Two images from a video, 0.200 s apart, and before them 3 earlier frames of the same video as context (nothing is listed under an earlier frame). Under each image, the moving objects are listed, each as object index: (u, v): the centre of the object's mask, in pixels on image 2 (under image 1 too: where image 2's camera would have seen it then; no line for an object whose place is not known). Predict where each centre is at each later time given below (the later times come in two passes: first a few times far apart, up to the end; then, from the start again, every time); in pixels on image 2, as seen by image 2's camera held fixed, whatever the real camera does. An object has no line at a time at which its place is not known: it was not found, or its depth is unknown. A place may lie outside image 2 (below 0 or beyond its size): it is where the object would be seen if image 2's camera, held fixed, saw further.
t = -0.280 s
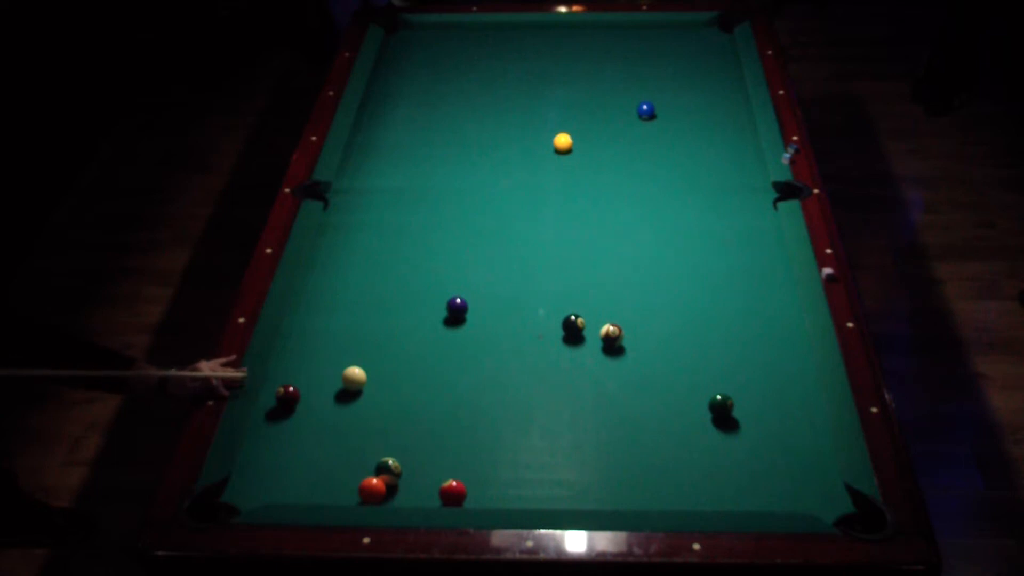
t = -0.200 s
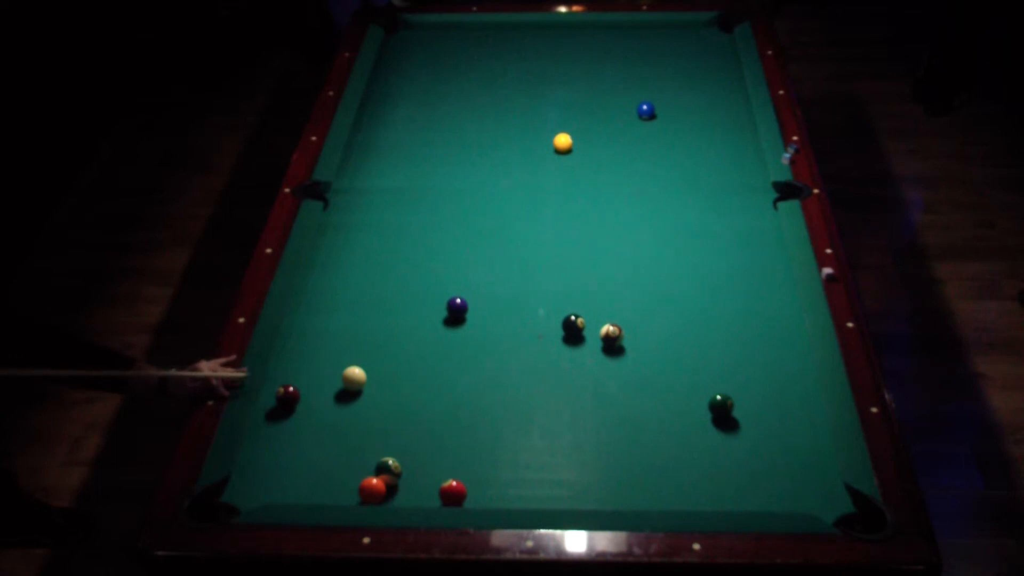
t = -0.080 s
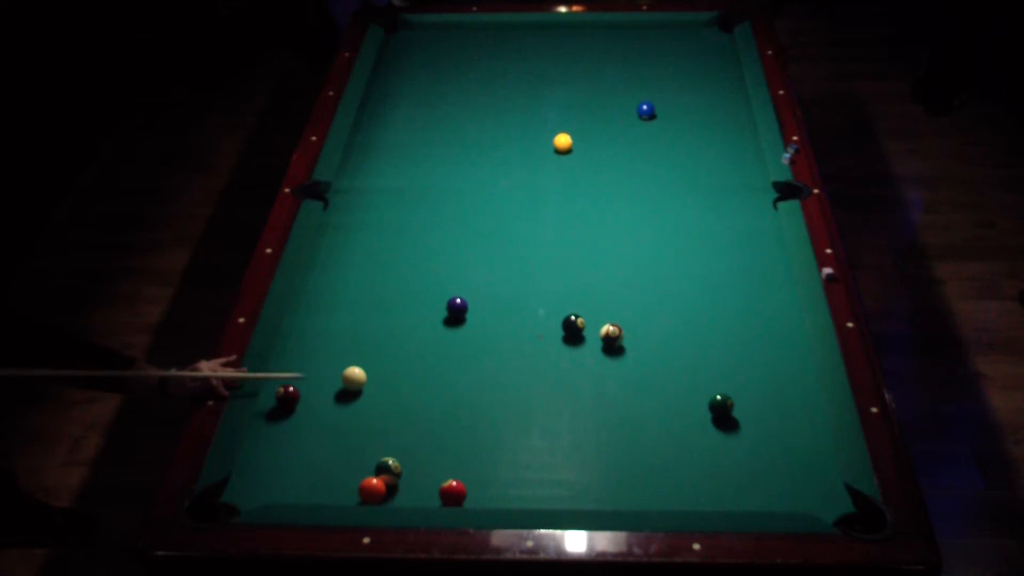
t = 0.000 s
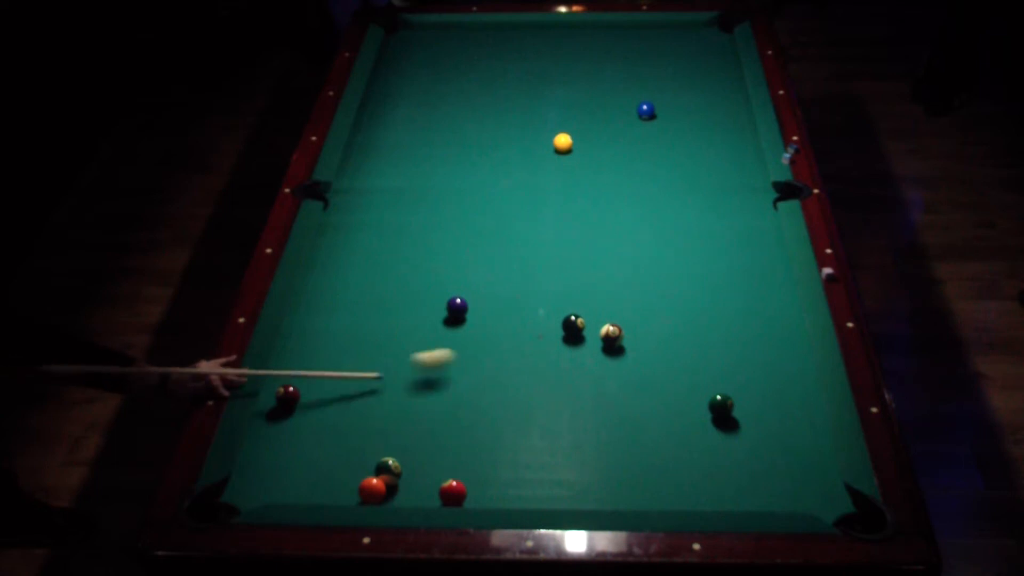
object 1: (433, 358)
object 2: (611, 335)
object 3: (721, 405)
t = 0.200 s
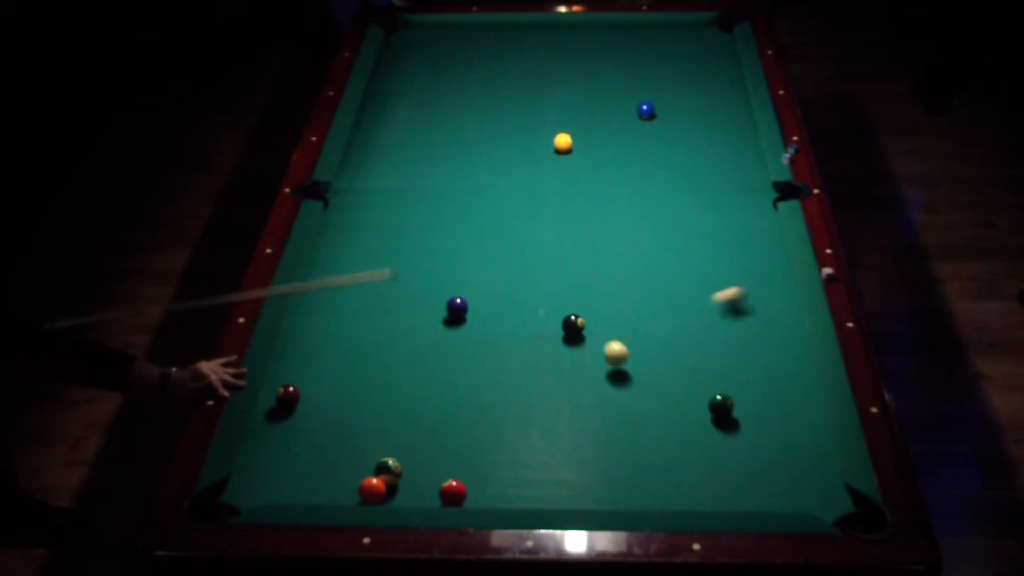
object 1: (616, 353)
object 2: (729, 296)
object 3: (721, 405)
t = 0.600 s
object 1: (709, 395)
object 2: (555, 222)
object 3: (756, 420)
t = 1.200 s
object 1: (764, 403)
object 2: (381, 173)
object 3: (794, 465)
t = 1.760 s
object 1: (803, 408)
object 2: (503, 163)
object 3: (745, 490)
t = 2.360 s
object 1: (803, 412)
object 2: (625, 154)
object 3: (706, 500)
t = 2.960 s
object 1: (800, 413)
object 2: (731, 146)
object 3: (685, 496)
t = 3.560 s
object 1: (800, 413)
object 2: (712, 143)
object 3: (677, 496)
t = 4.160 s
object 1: (800, 413)
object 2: (668, 142)
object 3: (677, 493)
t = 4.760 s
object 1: (800, 413)
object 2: (636, 141)
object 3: (677, 493)
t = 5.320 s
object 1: (800, 413)
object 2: (615, 141)
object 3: (677, 493)
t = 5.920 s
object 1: (800, 413)
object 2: (602, 141)
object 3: (677, 493)
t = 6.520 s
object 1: (800, 413)
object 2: (597, 141)
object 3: (677, 493)
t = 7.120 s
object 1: (800, 414)
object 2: (597, 142)
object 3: (677, 493)
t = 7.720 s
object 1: (800, 414)
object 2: (597, 142)
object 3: (677, 493)
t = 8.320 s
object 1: (800, 414)
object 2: (597, 142)
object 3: (677, 493)
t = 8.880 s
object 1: (800, 414)
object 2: (597, 142)
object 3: (677, 493)
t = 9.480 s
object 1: (800, 414)
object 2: (597, 142)
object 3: (677, 493)
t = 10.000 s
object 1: (801, 413)
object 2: (597, 141)
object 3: (678, 492)
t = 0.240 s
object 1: (626, 364)
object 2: (772, 283)
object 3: (721, 405)
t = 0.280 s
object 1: (638, 368)
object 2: (762, 270)
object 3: (721, 405)
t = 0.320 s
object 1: (650, 376)
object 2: (733, 262)
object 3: (721, 405)
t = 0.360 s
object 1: (663, 381)
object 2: (703, 261)
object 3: (721, 405)
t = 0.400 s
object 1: (677, 386)
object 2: (677, 250)
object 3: (721, 405)
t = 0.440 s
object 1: (690, 391)
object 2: (648, 244)
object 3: (721, 405)
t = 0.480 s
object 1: (699, 394)
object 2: (623, 240)
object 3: (727, 406)
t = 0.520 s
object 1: (702, 393)
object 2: (598, 236)
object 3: (737, 412)
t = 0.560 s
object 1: (705, 395)
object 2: (578, 227)
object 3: (747, 416)
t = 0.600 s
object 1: (709, 395)
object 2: (555, 222)
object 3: (756, 420)
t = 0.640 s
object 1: (713, 396)
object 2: (534, 220)
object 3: (764, 423)
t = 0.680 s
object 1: (717, 396)
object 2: (517, 214)
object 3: (773, 428)
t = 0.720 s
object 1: (721, 397)
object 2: (497, 212)
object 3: (782, 433)
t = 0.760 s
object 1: (725, 398)
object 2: (479, 207)
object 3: (790, 436)
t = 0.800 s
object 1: (729, 398)
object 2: (460, 201)
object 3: (799, 439)
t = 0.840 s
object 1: (732, 399)
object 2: (442, 199)
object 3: (808, 444)
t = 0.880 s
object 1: (736, 399)
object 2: (426, 194)
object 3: (817, 448)
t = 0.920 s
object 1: (740, 400)
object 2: (407, 191)
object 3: (820, 451)
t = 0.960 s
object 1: (744, 400)
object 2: (389, 187)
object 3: (816, 454)
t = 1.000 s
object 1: (747, 400)
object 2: (374, 181)
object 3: (812, 456)
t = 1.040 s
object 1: (750, 401)
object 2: (358, 179)
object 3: (808, 458)
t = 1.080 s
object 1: (754, 401)
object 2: (344, 176)
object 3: (805, 458)
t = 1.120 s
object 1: (757, 402)
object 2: (357, 175)
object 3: (801, 461)
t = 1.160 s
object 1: (760, 402)
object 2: (370, 174)
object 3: (797, 462)
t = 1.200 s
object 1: (764, 403)
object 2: (381, 173)
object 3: (794, 465)
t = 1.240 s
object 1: (767, 403)
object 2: (389, 172)
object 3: (790, 467)
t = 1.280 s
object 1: (770, 404)
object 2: (399, 170)
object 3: (786, 468)
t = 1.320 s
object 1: (773, 404)
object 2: (409, 170)
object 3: (782, 471)
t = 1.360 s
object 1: (776, 405)
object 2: (417, 170)
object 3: (779, 473)
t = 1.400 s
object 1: (779, 405)
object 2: (426, 169)
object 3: (775, 475)
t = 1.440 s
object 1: (782, 405)
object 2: (435, 169)
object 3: (772, 476)
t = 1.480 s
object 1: (785, 406)
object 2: (443, 168)
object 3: (768, 478)
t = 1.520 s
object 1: (787, 406)
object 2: (452, 166)
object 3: (765, 480)
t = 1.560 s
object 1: (790, 407)
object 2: (462, 166)
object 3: (762, 482)
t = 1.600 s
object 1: (793, 406)
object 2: (469, 166)
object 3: (758, 484)
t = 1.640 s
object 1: (795, 407)
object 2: (478, 165)
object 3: (755, 485)
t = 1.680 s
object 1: (798, 407)
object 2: (488, 165)
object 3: (752, 487)
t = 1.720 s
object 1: (800, 408)
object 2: (495, 164)
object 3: (749, 489)
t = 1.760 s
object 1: (803, 408)
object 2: (503, 163)
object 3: (745, 490)
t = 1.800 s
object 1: (805, 409)
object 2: (514, 162)
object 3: (742, 492)
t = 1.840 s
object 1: (807, 409)
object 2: (521, 162)
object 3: (739, 493)
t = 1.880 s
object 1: (810, 409)
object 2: (528, 161)
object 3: (736, 494)
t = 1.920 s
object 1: (812, 409)
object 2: (538, 160)
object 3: (733, 497)
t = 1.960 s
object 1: (812, 410)
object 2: (546, 160)
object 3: (730, 498)
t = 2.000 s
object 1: (811, 410)
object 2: (553, 160)
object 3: (727, 499)
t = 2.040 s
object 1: (810, 410)
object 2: (561, 159)
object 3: (724, 500)
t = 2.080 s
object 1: (809, 411)
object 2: (571, 159)
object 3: (721, 501)
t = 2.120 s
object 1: (808, 411)
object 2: (578, 157)
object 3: (718, 501)
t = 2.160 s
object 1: (807, 411)
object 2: (585, 157)
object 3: (715, 501)
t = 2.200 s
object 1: (806, 411)
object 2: (594, 156)
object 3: (713, 501)
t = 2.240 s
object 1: (805, 412)
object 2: (602, 156)
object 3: (711, 501)
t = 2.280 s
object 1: (804, 412)
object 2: (608, 155)
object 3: (709, 501)
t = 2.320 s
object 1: (804, 412)
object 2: (616, 154)
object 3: (707, 500)
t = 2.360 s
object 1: (803, 412)
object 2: (625, 154)
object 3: (706, 500)
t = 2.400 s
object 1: (803, 412)
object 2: (633, 154)
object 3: (704, 500)
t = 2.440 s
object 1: (802, 412)
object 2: (639, 153)
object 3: (703, 500)
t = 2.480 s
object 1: (802, 412)
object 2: (646, 152)
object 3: (701, 499)
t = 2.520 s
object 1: (801, 412)
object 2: (655, 152)
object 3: (699, 499)
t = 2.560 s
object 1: (801, 413)
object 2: (662, 152)
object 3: (698, 499)
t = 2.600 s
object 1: (801, 413)
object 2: (668, 151)
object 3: (696, 499)
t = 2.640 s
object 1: (801, 413)
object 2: (675, 150)
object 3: (695, 498)
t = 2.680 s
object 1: (801, 413)
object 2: (683, 149)
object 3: (693, 498)
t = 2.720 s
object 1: (800, 413)
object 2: (691, 149)
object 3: (692, 497)
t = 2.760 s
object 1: (800, 413)
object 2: (697, 149)
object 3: (690, 497)
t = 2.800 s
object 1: (800, 413)
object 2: (703, 148)
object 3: (689, 497)
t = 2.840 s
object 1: (800, 413)
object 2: (711, 147)
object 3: (688, 497)
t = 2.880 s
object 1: (800, 413)
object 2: (718, 147)
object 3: (687, 497)
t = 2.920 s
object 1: (800, 413)
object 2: (724, 147)
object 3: (686, 497)
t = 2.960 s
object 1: (800, 413)
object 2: (731, 146)
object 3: (685, 496)
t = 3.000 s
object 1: (800, 413)
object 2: (738, 145)
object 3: (684, 496)
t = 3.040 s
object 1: (800, 413)
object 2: (745, 145)
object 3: (683, 496)
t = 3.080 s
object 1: (800, 413)
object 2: (751, 145)
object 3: (682, 496)
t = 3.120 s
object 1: (800, 413)
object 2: (749, 145)
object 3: (682, 496)
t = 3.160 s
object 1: (800, 413)
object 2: (745, 144)
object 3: (681, 496)
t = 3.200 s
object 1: (800, 413)
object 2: (742, 144)
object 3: (680, 496)
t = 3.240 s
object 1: (800, 413)
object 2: (738, 144)
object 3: (679, 496)
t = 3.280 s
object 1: (800, 413)
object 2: (735, 143)
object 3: (679, 496)
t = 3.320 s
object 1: (800, 413)
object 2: (731, 143)
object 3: (679, 496)
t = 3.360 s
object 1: (800, 413)
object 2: (727, 144)
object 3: (679, 496)
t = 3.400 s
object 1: (800, 413)
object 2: (724, 144)
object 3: (678, 496)
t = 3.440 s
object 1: (800, 413)
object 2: (721, 144)
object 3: (678, 496)
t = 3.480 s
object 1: (800, 413)
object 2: (717, 143)
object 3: (678, 496)
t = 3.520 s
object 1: (800, 413)
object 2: (715, 143)
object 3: (678, 496)
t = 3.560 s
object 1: (800, 413)
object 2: (712, 143)
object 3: (677, 496)
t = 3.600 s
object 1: (800, 413)
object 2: (708, 143)
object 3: (677, 496)
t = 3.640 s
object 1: (800, 413)
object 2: (705, 143)
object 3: (677, 496)
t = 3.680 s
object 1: (800, 413)
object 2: (701, 143)
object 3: (677, 496)
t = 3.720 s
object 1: (800, 413)
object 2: (698, 143)
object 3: (677, 496)
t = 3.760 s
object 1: (800, 413)
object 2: (695, 143)
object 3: (677, 496)
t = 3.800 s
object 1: (800, 413)
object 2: (692, 143)
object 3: (677, 496)
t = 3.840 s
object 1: (800, 413)
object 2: (690, 143)
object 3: (677, 496)
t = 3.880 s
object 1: (800, 413)
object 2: (687, 142)
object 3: (677, 496)
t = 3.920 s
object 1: (800, 413)
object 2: (685, 142)
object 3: (677, 496)
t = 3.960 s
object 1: (800, 413)
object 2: (682, 142)
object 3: (677, 494)
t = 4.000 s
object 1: (800, 413)
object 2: (679, 142)
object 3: (677, 493)
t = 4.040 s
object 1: (800, 413)
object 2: (676, 142)
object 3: (677, 493)
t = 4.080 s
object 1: (800, 413)
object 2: (674, 142)
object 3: (677, 493)
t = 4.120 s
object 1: (800, 413)
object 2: (671, 142)
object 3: (677, 493)
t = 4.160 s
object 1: (800, 413)
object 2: (668, 142)
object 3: (677, 493)
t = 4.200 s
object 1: (800, 413)
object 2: (666, 142)
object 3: (677, 493)
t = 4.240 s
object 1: (800, 413)
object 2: (664, 142)
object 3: (677, 493)
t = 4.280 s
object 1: (800, 413)
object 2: (661, 142)
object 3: (677, 493)
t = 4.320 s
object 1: (800, 413)
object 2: (659, 142)
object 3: (677, 493)
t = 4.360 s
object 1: (800, 413)
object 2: (657, 141)
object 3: (677, 493)
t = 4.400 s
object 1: (800, 413)
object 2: (655, 141)
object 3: (677, 493)
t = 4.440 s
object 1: (800, 413)
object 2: (653, 141)
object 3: (677, 493)
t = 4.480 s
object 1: (800, 413)
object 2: (651, 141)
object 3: (677, 493)
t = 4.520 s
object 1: (800, 413)
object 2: (649, 141)
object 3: (677, 493)
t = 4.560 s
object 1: (800, 413)
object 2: (646, 141)
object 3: (677, 493)
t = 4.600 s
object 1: (800, 413)
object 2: (644, 141)
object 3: (677, 493)
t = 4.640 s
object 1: (800, 413)
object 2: (642, 141)
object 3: (677, 493)
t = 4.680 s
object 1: (800, 413)
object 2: (640, 141)
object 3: (677, 493)
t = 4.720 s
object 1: (800, 413)
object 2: (638, 141)
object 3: (677, 493)
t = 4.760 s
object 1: (800, 413)
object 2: (636, 141)
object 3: (677, 493)
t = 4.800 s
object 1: (800, 413)
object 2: (634, 141)
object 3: (677, 493)
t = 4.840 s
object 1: (800, 413)
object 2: (633, 141)
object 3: (677, 493)
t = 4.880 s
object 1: (800, 413)
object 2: (631, 141)
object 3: (677, 493)
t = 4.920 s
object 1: (800, 413)
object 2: (630, 141)
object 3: (677, 493)
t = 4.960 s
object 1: (800, 413)
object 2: (628, 141)
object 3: (677, 493)
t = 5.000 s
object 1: (800, 413)
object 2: (626, 141)
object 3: (677, 493)
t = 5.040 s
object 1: (800, 413)
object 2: (625, 141)
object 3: (677, 493)
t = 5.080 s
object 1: (800, 413)
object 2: (624, 141)
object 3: (677, 493)
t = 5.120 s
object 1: (800, 413)
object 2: (622, 141)
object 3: (677, 493)
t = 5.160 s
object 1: (800, 413)
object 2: (621, 141)
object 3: (677, 493)
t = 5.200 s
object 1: (800, 413)
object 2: (619, 141)
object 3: (677, 493)
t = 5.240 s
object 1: (800, 413)
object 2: (618, 141)
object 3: (677, 493)
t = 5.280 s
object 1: (800, 413)
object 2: (617, 141)
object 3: (677, 493)
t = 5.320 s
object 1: (800, 413)
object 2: (615, 141)
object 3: (677, 493)
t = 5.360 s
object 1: (800, 413)
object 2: (614, 140)
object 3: (677, 493)
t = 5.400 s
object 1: (800, 413)
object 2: (613, 140)
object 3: (677, 493)
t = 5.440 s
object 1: (800, 413)
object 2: (612, 140)
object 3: (677, 493)
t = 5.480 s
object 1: (800, 413)
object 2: (610, 140)
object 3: (677, 493)
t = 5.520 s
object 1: (800, 413)
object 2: (610, 140)
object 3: (677, 493)
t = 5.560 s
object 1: (800, 413)
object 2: (608, 140)
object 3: (677, 493)
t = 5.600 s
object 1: (800, 413)
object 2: (607, 140)
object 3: (677, 493)
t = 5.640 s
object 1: (800, 413)
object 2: (606, 140)
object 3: (677, 493)
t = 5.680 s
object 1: (800, 413)
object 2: (605, 140)
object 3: (677, 493)
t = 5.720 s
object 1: (800, 413)
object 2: (605, 141)
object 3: (677, 493)
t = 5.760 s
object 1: (800, 413)
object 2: (604, 141)
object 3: (677, 493)
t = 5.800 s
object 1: (800, 413)
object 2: (603, 140)
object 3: (677, 493)
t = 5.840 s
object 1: (800, 413)
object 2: (603, 141)
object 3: (677, 493)
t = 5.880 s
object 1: (800, 413)
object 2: (602, 141)
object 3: (677, 493)
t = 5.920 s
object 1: (800, 413)
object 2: (602, 141)
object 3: (677, 493)
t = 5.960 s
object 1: (800, 413)
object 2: (601, 141)
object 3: (677, 493)
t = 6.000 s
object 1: (800, 413)
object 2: (600, 141)
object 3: (677, 493)
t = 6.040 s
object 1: (800, 413)
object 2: (600, 141)
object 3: (677, 493)
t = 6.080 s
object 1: (800, 413)
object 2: (599, 141)
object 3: (677, 493)
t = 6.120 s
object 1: (800, 413)
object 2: (599, 141)
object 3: (677, 493)
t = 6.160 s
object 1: (800, 413)
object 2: (599, 141)
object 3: (677, 493)
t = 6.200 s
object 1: (800, 413)
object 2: (598, 141)
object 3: (677, 493)
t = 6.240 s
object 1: (800, 413)
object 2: (598, 141)
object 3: (677, 493)
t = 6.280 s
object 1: (800, 413)
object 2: (598, 141)
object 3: (677, 493)
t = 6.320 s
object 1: (800, 413)
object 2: (598, 141)
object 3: (677, 493)
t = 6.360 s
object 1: (800, 413)
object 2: (597, 141)
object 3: (677, 493)
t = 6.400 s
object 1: (800, 413)
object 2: (597, 141)
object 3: (677, 493)
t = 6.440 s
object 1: (800, 413)
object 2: (597, 141)
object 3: (677, 493)
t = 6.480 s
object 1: (800, 413)
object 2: (597, 141)
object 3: (677, 493)
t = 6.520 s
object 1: (800, 413)
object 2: (597, 141)
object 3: (677, 493)
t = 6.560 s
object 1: (800, 413)
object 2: (597, 141)
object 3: (677, 493)
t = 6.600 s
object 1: (800, 413)
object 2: (597, 141)
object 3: (677, 493)
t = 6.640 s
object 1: (800, 413)
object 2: (597, 141)
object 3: (677, 493)
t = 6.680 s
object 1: (800, 413)
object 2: (597, 141)
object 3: (677, 493)
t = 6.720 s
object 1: (800, 413)
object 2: (597, 141)
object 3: (677, 493)
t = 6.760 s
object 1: (800, 413)
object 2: (597, 141)
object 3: (677, 493)
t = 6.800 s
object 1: (800, 413)
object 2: (597, 141)
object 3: (677, 493)
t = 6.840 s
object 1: (800, 413)
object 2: (597, 141)
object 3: (677, 493)
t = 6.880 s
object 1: (800, 413)
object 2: (597, 141)
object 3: (677, 493)
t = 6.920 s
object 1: (800, 413)
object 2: (597, 142)
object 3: (677, 493)
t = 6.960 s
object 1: (800, 414)
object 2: (597, 142)
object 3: (677, 493)
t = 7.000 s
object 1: (800, 414)
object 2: (597, 142)
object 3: (677, 493)
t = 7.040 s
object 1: (800, 414)
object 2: (597, 142)
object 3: (677, 493)
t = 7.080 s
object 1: (800, 414)
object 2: (597, 142)
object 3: (677, 493)
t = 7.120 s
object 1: (800, 414)
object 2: (597, 142)
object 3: (677, 493)
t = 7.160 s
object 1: (800, 414)
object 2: (597, 142)
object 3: (677, 493)
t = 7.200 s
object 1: (800, 414)
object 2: (597, 142)
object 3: (677, 493)
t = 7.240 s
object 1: (800, 414)
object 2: (597, 142)
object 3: (677, 493)
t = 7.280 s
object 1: (800, 414)
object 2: (597, 142)
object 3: (677, 493)
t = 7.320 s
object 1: (800, 414)
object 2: (597, 142)
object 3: (677, 493)
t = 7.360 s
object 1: (800, 414)
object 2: (597, 142)
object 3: (677, 493)
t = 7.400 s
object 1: (800, 414)
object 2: (597, 142)
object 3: (677, 493)
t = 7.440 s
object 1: (800, 414)
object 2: (597, 142)
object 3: (677, 493)
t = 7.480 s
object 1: (800, 414)
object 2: (597, 142)
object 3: (677, 493)
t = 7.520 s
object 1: (800, 414)
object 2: (597, 142)
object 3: (677, 493)
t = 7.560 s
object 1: (800, 414)
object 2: (597, 142)
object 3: (677, 493)
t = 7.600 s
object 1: (800, 414)
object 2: (597, 142)
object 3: (677, 493)
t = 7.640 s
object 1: (800, 414)
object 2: (597, 142)
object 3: (677, 493)
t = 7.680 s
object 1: (800, 414)
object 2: (597, 142)
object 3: (677, 493)
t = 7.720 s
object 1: (800, 414)
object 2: (597, 142)
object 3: (677, 493)
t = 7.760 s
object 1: (800, 414)
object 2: (597, 142)
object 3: (677, 493)
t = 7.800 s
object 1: (800, 414)
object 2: (597, 142)
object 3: (677, 493)
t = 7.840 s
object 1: (800, 414)
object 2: (597, 142)
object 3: (677, 493)
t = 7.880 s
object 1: (800, 414)
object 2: (597, 142)
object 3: (677, 493)
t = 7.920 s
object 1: (800, 414)
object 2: (597, 142)
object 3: (677, 493)
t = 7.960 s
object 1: (800, 414)
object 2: (597, 142)
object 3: (677, 493)
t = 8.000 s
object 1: (800, 414)
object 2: (597, 142)
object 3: (677, 493)
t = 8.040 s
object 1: (800, 414)
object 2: (597, 142)
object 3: (677, 493)
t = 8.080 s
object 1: (800, 414)
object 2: (597, 142)
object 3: (677, 493)
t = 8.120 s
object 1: (800, 414)
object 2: (597, 142)
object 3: (677, 493)
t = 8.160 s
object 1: (800, 414)
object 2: (597, 142)
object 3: (677, 493)
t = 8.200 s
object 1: (800, 414)
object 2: (597, 142)
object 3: (677, 493)
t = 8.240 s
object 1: (800, 414)
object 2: (597, 142)
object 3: (677, 493)
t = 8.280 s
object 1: (800, 414)
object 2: (597, 142)
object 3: (677, 493)
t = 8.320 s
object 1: (800, 414)
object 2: (597, 142)
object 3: (677, 493)
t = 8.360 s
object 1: (800, 414)
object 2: (597, 142)
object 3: (677, 493)
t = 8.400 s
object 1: (800, 414)
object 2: (597, 142)
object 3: (677, 493)
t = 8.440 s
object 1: (800, 414)
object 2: (597, 142)
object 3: (677, 493)
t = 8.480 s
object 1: (800, 414)
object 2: (597, 142)
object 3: (677, 493)
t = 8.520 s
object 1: (800, 414)
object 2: (597, 142)
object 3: (677, 493)
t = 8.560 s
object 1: (800, 414)
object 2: (597, 142)
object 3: (677, 493)
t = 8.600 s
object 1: (800, 414)
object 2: (597, 142)
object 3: (677, 493)
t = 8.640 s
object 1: (800, 414)
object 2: (597, 142)
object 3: (677, 493)
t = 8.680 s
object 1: (800, 414)
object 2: (597, 142)
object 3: (677, 493)
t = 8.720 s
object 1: (800, 414)
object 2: (597, 142)
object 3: (677, 493)
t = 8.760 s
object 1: (800, 414)
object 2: (597, 142)
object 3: (677, 493)
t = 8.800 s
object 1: (800, 414)
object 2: (597, 142)
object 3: (677, 493)
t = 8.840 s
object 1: (800, 414)
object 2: (597, 142)
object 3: (677, 493)
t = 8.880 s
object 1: (800, 414)
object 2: (597, 142)
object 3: (677, 493)
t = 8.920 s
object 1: (800, 414)
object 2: (597, 142)
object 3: (677, 493)
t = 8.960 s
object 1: (800, 414)
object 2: (597, 142)
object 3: (677, 493)
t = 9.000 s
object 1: (800, 414)
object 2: (597, 142)
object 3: (677, 493)
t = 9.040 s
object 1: (800, 414)
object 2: (597, 142)
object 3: (677, 493)
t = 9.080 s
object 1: (800, 414)
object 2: (597, 142)
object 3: (677, 493)
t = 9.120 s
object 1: (800, 414)
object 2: (597, 142)
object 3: (677, 493)
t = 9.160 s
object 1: (800, 414)
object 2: (597, 142)
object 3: (677, 493)
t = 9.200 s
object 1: (800, 414)
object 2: (597, 142)
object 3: (677, 493)
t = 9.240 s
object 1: (800, 414)
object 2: (597, 142)
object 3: (677, 493)
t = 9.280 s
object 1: (800, 414)
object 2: (597, 142)
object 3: (677, 493)
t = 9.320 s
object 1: (800, 414)
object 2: (597, 142)
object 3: (677, 493)
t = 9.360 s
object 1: (800, 414)
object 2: (597, 142)
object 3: (677, 493)
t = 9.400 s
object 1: (800, 414)
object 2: (597, 142)
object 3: (677, 493)
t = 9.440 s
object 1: (800, 414)
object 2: (597, 142)
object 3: (677, 493)
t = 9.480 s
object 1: (800, 414)
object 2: (597, 142)
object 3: (677, 493)
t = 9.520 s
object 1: (800, 414)
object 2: (597, 142)
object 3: (677, 493)
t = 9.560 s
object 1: (800, 414)
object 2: (597, 142)
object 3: (677, 493)
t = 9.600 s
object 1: (800, 414)
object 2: (597, 142)
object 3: (677, 493)
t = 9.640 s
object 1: (800, 414)
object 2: (597, 142)
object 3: (677, 493)
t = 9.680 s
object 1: (800, 414)
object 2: (597, 142)
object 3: (677, 493)
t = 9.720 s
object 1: (801, 414)
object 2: (597, 142)
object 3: (677, 493)
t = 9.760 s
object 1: (800, 414)
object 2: (597, 142)
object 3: (677, 493)
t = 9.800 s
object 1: (800, 414)
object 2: (597, 142)
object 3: (677, 493)
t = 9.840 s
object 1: (800, 414)
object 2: (597, 142)
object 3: (677, 493)
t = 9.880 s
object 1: (800, 414)
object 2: (597, 142)
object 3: (677, 493)
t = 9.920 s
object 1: (801, 414)
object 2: (598, 141)
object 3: (677, 493)
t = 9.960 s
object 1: (800, 413)
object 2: (597, 141)
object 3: (677, 492)
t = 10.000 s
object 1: (801, 413)
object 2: (597, 141)
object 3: (678, 492)
